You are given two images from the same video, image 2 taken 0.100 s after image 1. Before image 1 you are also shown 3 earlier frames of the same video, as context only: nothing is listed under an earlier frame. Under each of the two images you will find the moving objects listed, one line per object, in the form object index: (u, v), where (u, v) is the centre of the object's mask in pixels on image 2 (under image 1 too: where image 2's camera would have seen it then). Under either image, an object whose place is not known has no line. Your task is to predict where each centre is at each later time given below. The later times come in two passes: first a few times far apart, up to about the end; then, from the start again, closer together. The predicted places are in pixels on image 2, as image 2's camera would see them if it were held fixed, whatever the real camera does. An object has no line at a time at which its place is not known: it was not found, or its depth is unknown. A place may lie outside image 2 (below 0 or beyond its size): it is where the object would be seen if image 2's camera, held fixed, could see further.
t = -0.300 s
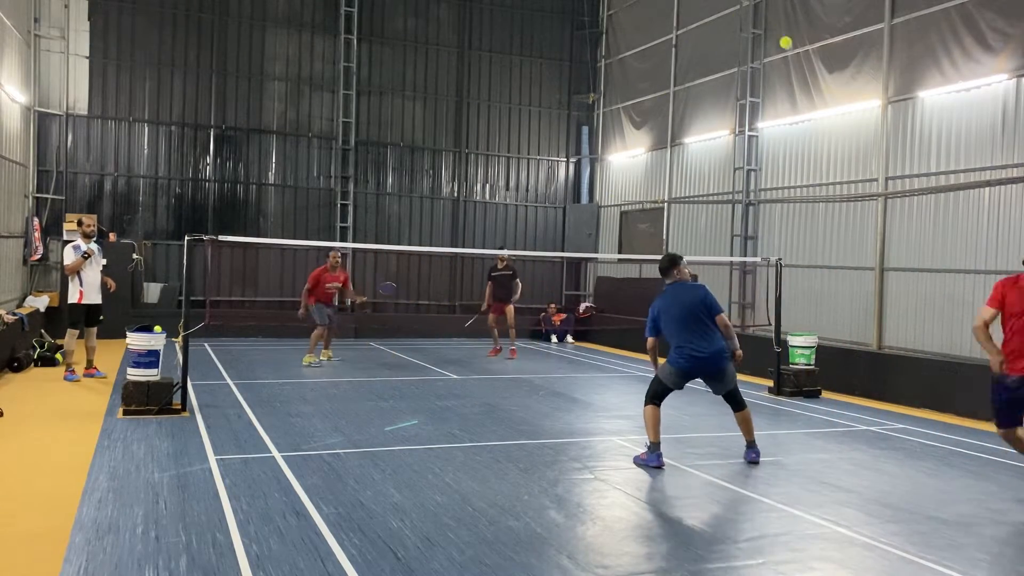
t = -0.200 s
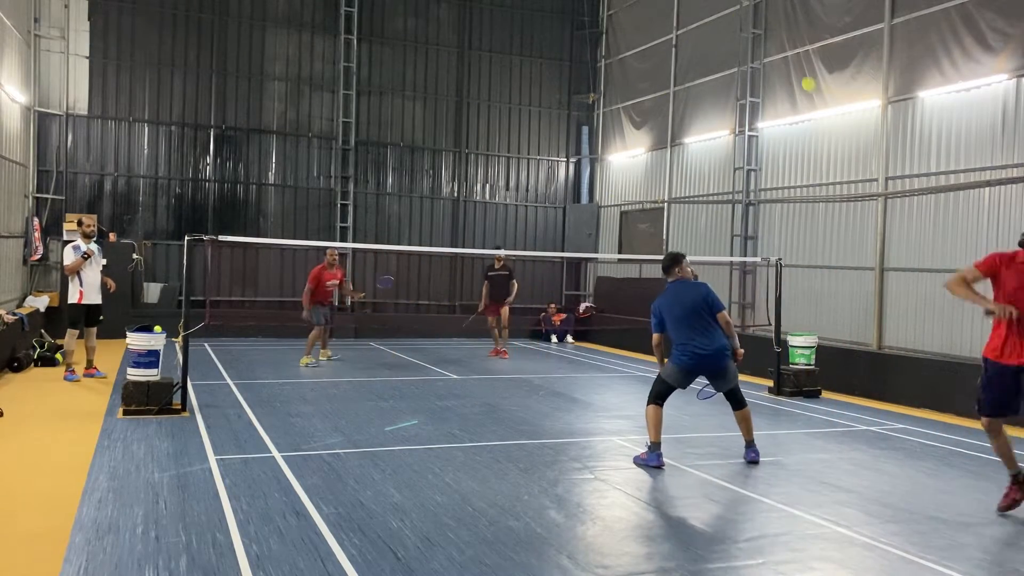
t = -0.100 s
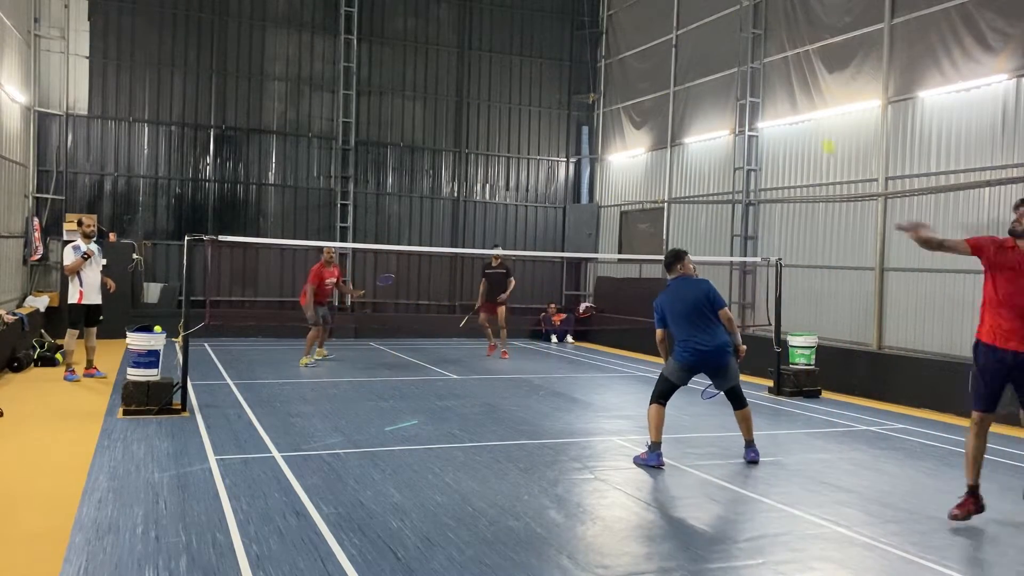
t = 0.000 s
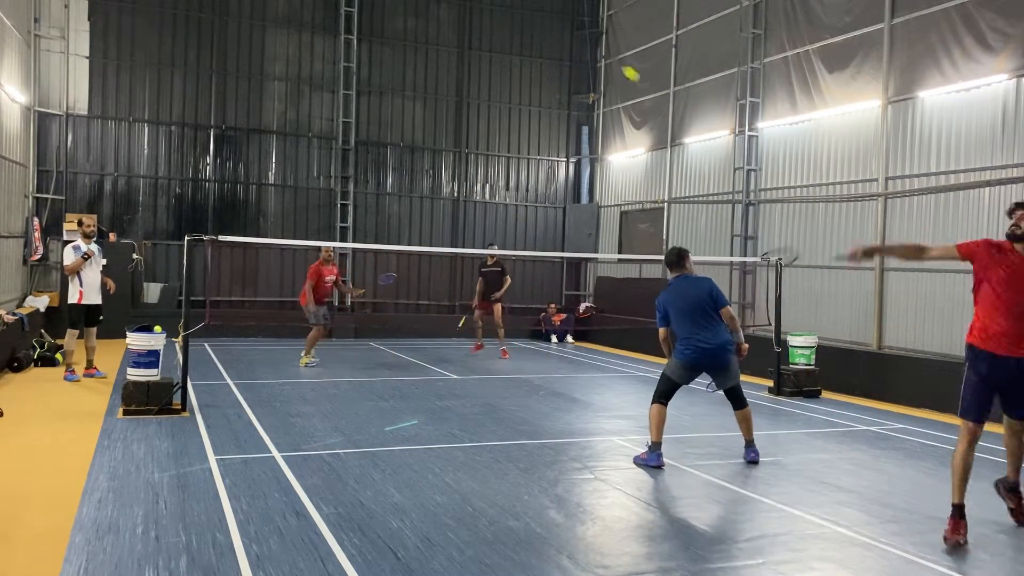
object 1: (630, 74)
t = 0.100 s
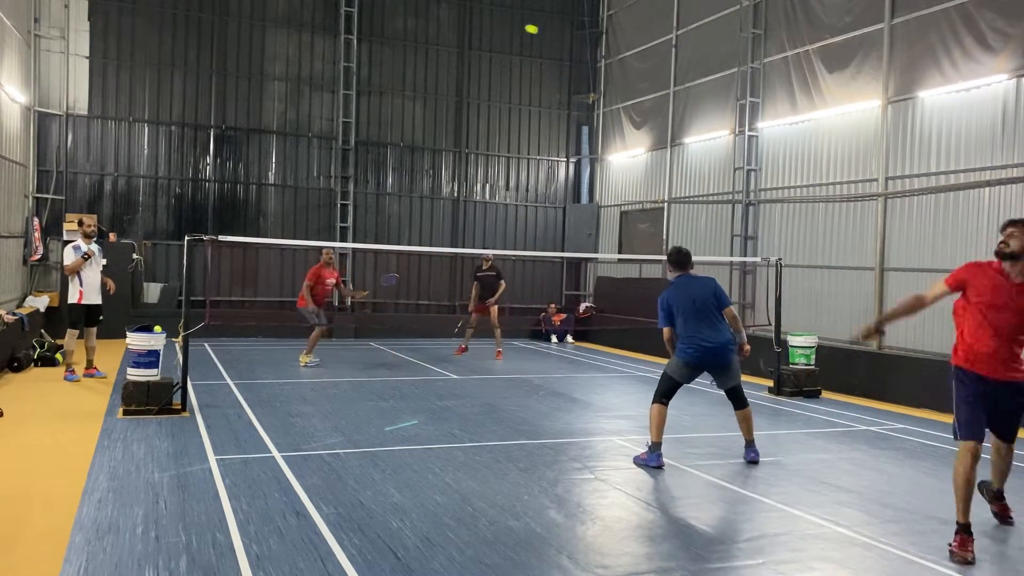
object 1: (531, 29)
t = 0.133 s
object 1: (511, 23)
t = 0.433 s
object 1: (422, 28)
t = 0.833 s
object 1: (377, 111)
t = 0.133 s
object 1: (511, 23)
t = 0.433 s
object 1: (422, 28)
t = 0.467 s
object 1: (416, 32)
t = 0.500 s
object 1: (411, 37)
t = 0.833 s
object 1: (377, 111)
